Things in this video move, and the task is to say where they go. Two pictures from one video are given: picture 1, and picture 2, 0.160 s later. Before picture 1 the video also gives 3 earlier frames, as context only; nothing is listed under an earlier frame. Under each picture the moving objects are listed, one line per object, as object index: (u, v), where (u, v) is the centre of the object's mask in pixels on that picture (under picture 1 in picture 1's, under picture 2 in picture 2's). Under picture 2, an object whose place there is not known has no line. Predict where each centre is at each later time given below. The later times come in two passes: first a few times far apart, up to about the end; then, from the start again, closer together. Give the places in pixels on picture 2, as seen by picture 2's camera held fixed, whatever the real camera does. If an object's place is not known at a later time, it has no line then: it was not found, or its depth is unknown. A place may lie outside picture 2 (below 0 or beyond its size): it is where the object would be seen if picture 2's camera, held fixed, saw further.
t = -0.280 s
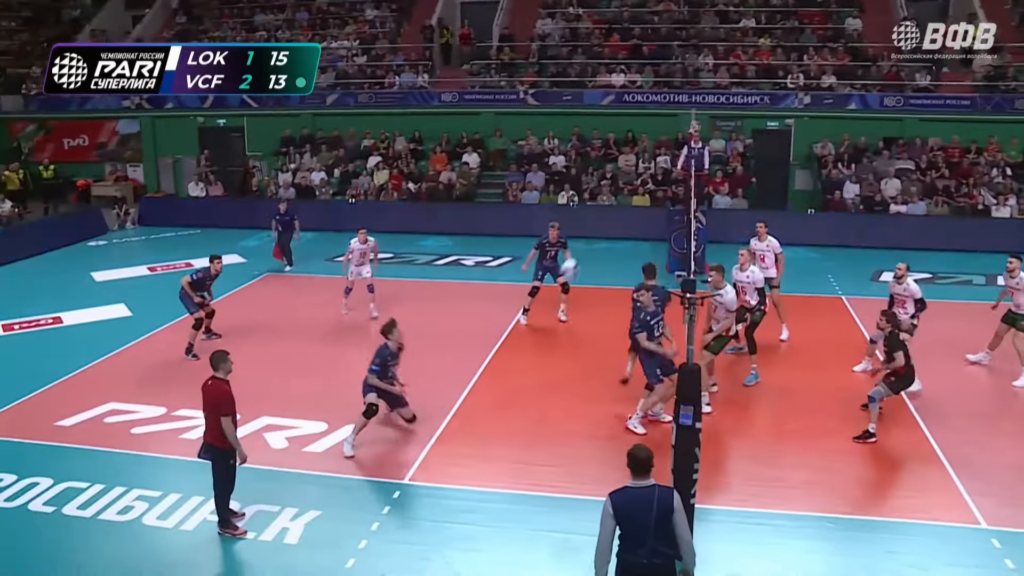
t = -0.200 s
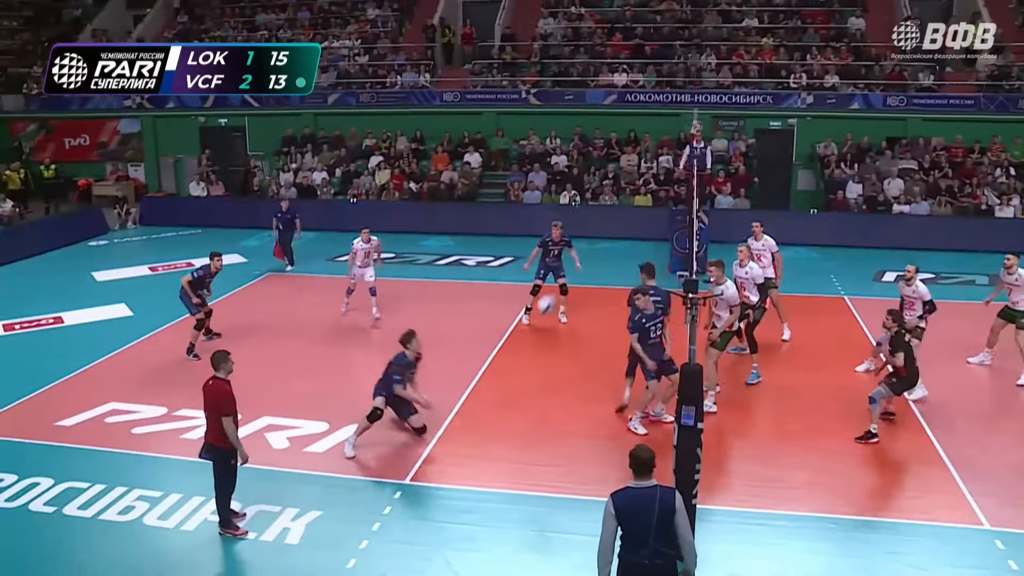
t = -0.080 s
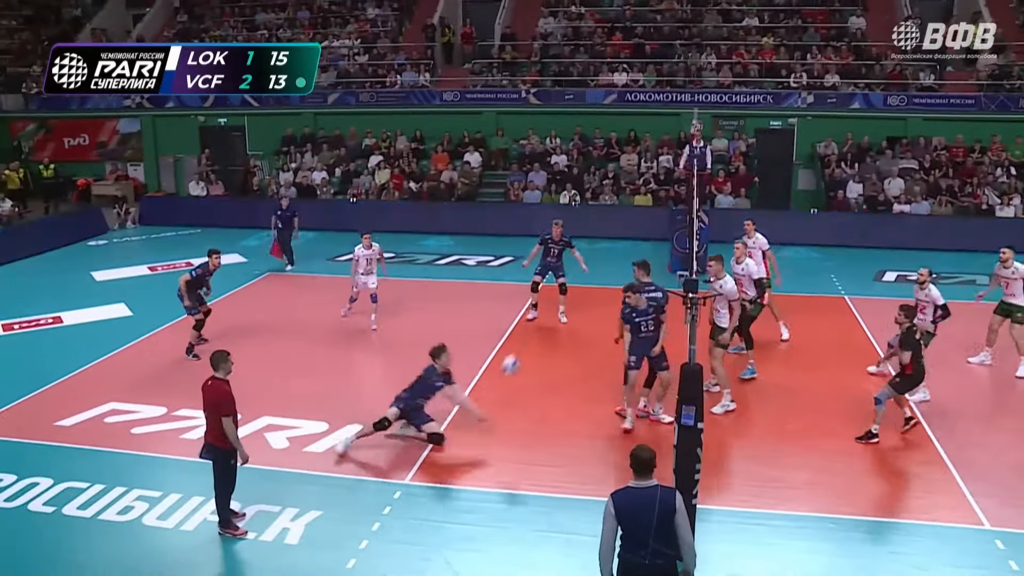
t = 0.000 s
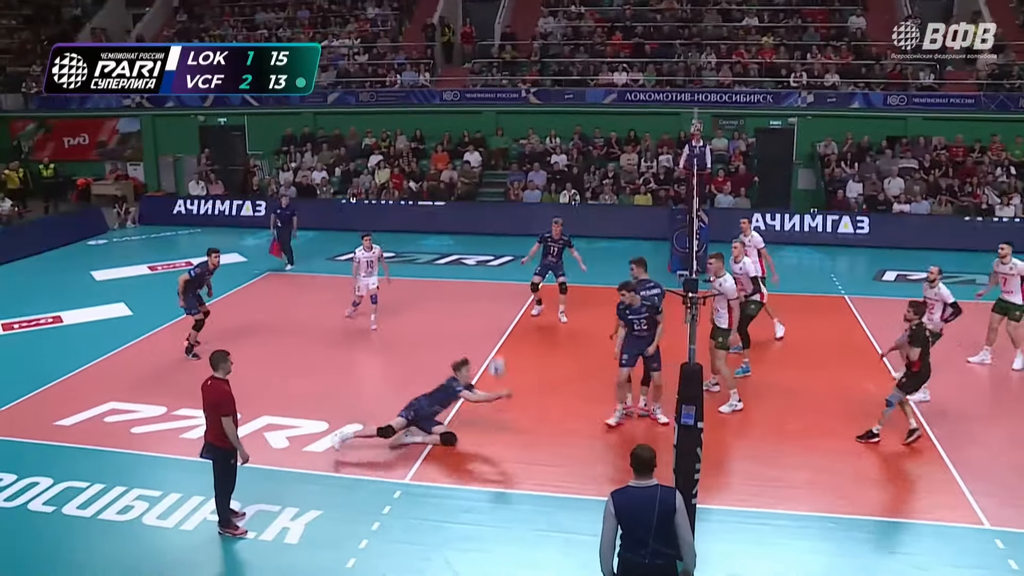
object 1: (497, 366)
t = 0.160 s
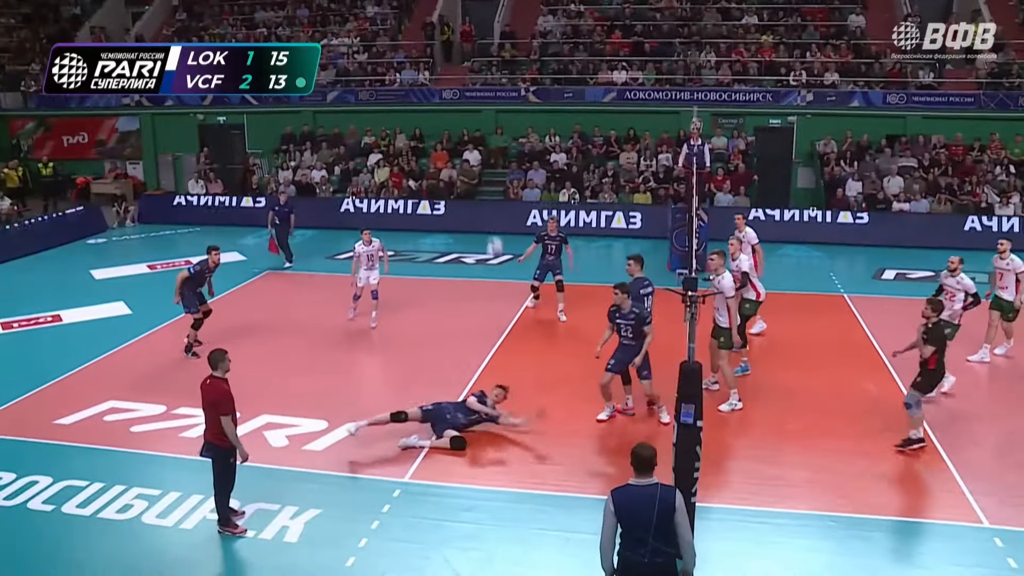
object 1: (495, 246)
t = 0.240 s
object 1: (493, 197)
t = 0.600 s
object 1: (481, 53)
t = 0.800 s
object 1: (473, 23)
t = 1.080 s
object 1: (465, 33)
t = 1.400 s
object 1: (458, 108)
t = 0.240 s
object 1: (493, 197)
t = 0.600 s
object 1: (481, 53)
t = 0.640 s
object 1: (479, 44)
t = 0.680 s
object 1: (478, 37)
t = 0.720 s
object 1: (476, 31)
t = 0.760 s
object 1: (475, 27)
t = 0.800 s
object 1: (473, 23)
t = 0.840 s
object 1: (473, 21)
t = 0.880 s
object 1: (471, 21)
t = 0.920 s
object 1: (470, 21)
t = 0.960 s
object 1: (469, 23)
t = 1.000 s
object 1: (468, 25)
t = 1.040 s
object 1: (467, 29)
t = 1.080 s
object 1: (465, 33)
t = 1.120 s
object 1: (465, 39)
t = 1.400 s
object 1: (458, 108)
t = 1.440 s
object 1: (458, 120)
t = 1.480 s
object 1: (456, 134)
